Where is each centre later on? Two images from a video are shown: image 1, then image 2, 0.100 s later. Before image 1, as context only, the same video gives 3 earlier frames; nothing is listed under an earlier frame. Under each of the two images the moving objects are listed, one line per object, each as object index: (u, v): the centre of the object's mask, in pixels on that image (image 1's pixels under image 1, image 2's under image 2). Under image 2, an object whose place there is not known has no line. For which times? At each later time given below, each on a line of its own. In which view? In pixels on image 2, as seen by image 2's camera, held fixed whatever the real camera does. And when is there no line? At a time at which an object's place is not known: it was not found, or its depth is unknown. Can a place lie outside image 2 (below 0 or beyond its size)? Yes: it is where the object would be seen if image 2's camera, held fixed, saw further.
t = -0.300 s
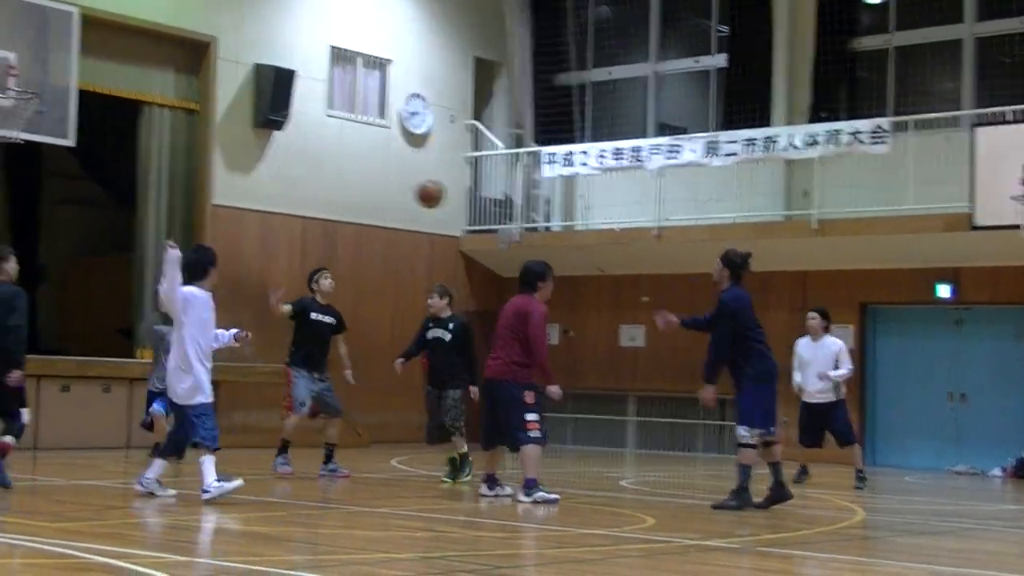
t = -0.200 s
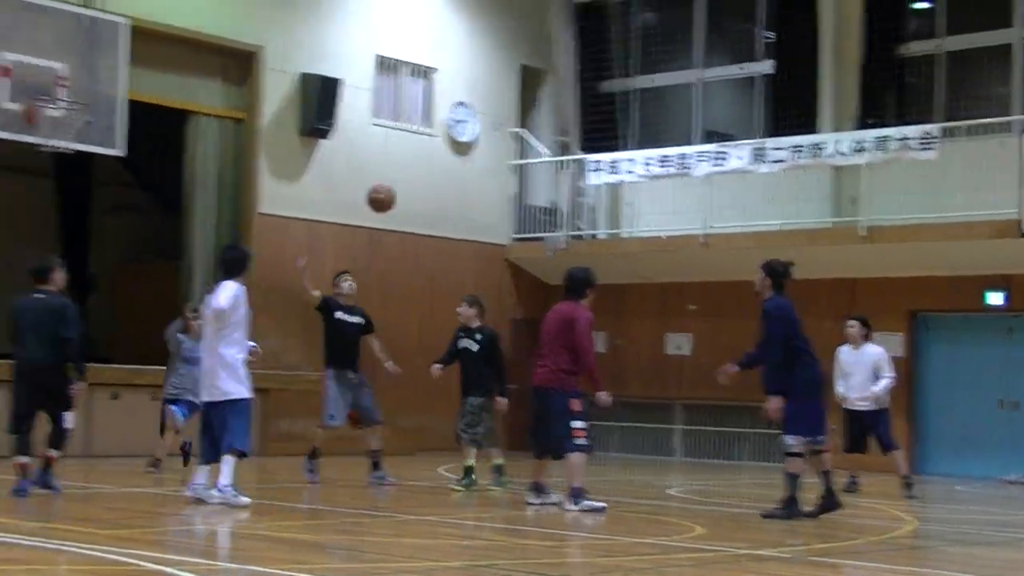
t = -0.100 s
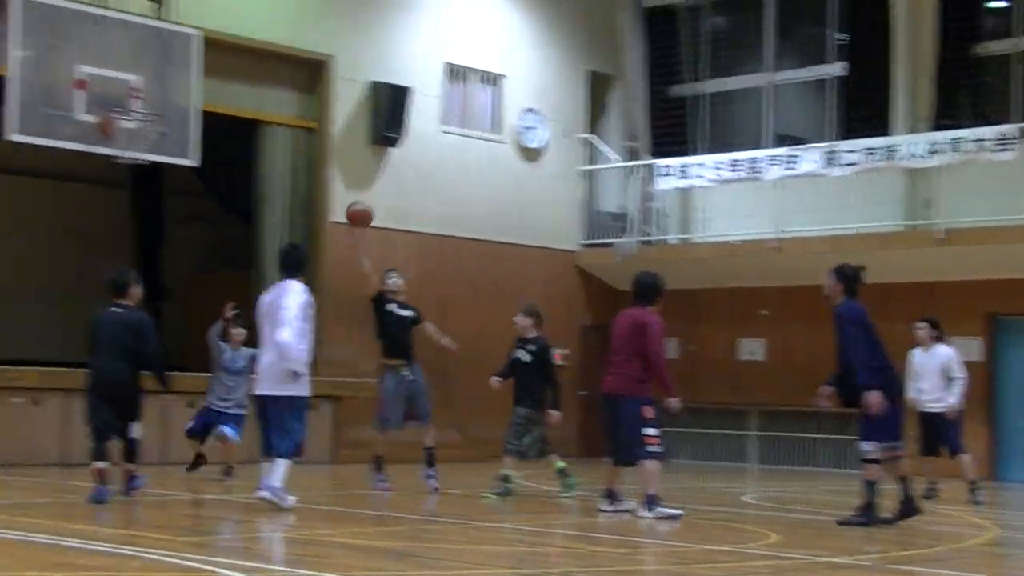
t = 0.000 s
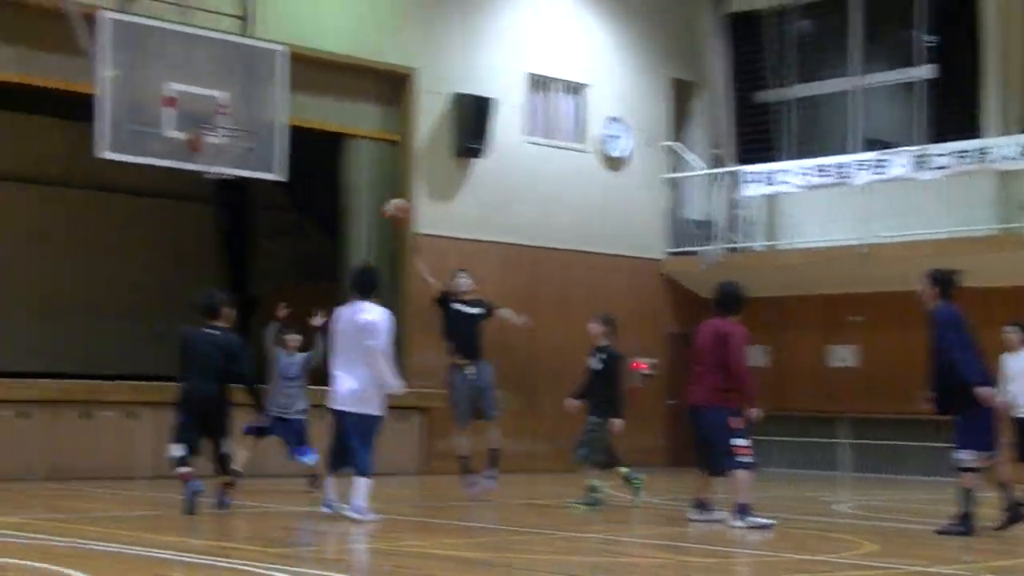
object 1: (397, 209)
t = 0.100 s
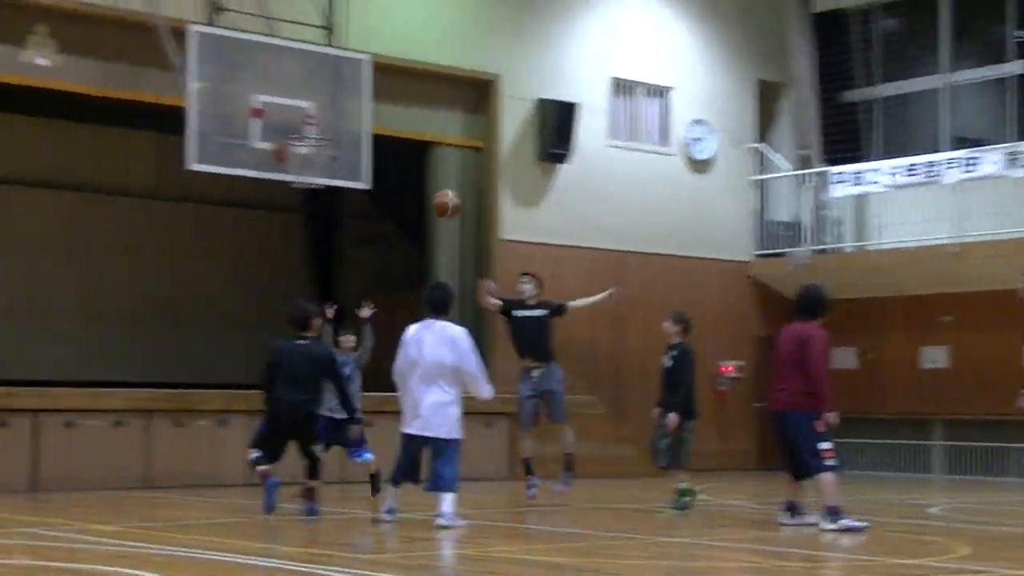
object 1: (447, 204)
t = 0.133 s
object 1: (434, 201)
